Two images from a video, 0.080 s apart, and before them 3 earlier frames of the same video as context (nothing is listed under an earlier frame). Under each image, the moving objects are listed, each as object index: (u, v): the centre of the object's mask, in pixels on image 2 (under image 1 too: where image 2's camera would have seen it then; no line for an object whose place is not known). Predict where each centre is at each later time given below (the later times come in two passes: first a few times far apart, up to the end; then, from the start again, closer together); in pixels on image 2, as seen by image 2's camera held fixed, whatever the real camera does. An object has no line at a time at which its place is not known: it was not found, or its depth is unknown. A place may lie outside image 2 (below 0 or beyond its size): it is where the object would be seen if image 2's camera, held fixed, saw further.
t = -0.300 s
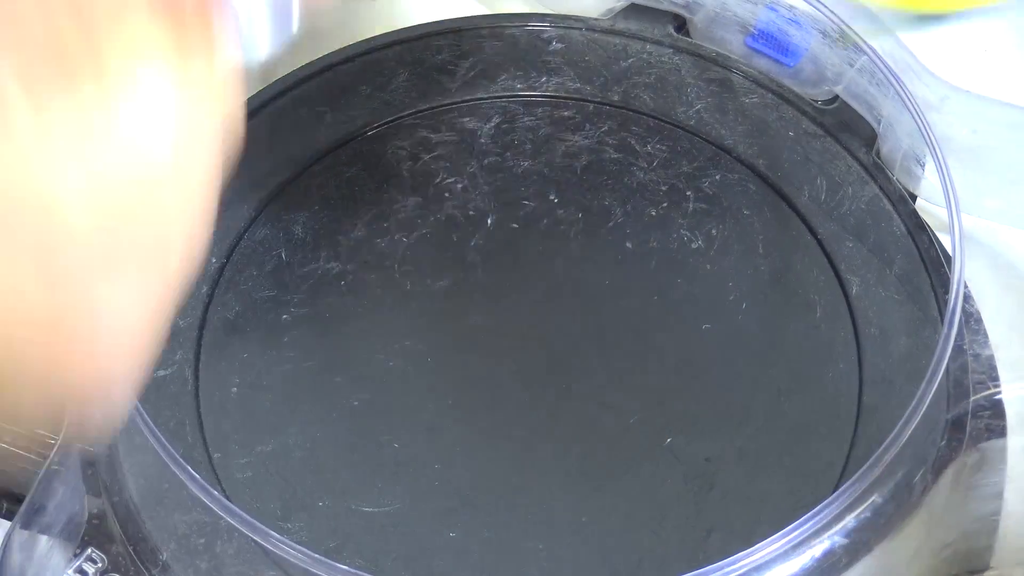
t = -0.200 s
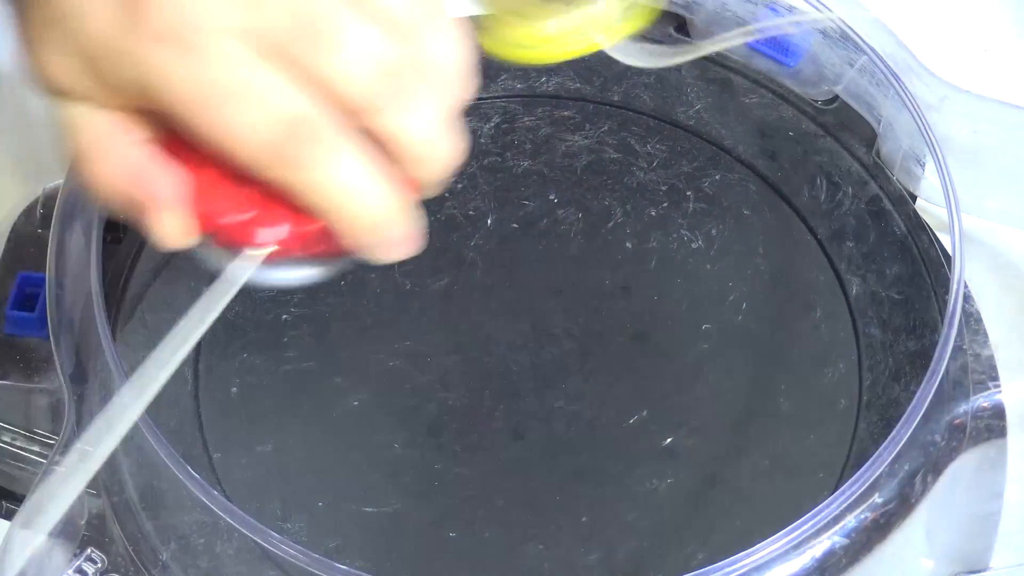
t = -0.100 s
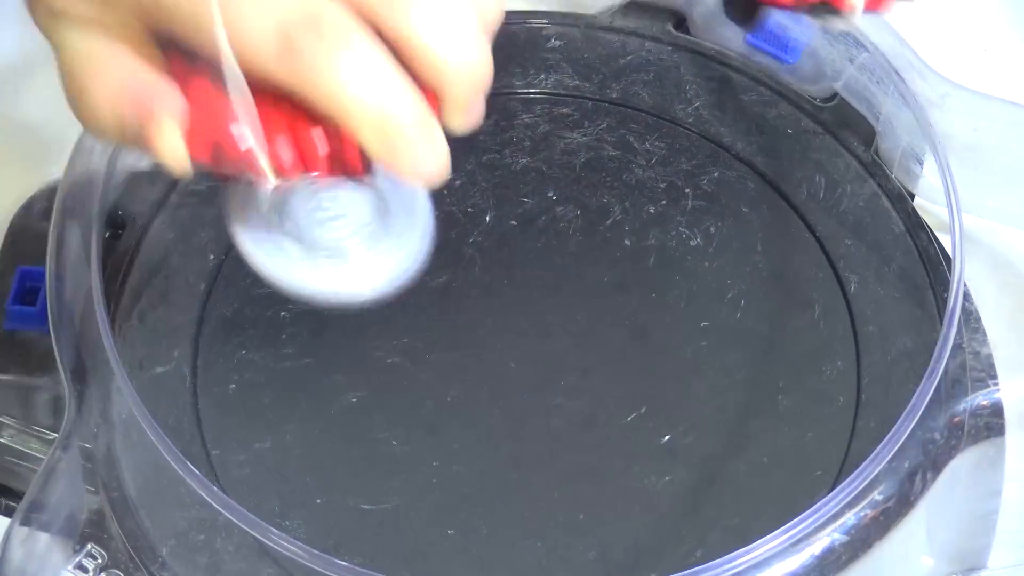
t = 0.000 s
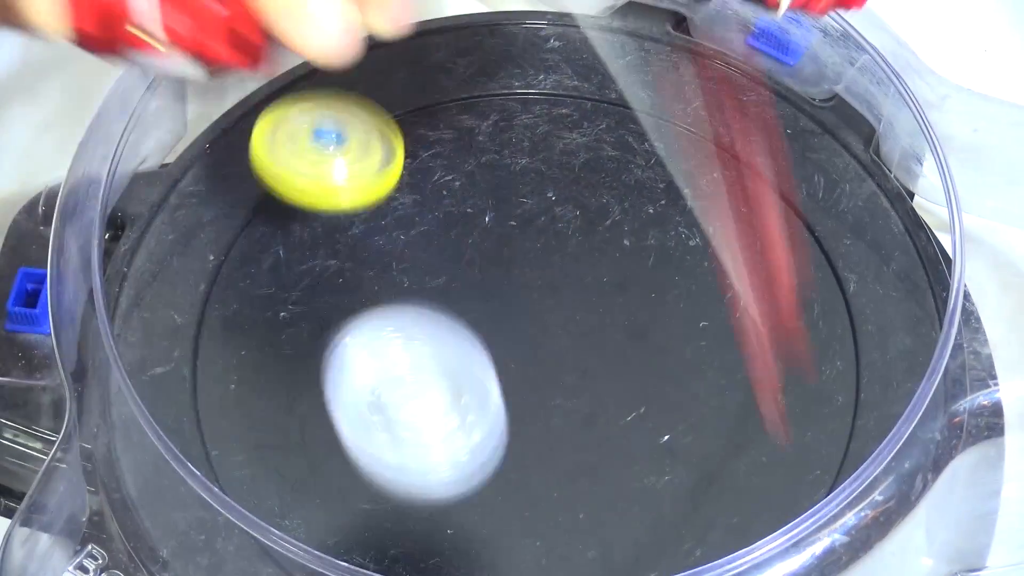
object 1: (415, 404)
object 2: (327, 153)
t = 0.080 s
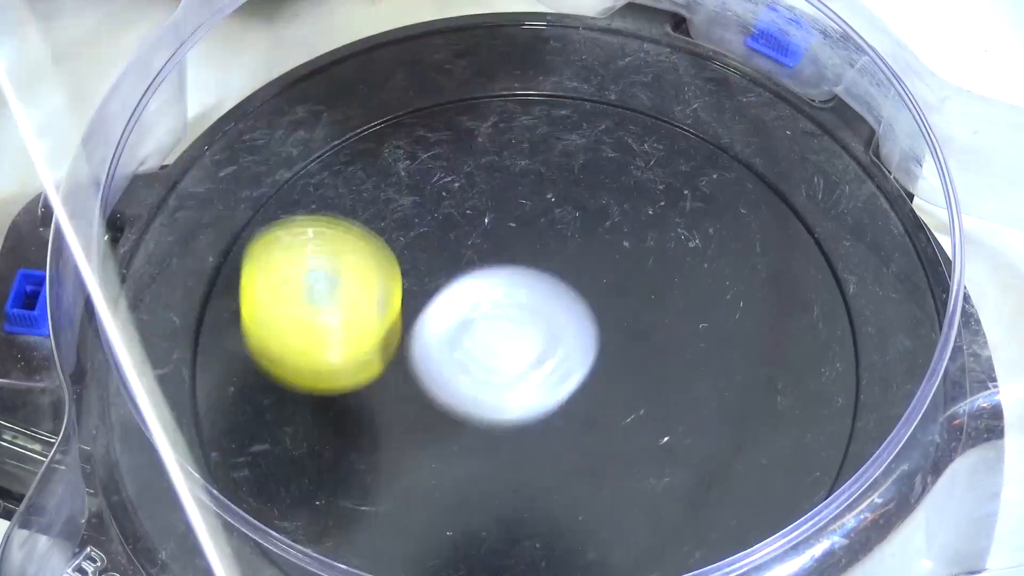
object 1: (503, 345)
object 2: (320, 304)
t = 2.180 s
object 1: (659, 536)
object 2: (538, 304)
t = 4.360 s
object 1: (618, 102)
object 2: (471, 358)
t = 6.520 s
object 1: (561, 218)
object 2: (565, 415)
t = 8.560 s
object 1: (592, 193)
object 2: (505, 323)
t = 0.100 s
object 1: (529, 322)
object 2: (322, 362)
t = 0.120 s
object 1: (553, 304)
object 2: (326, 404)
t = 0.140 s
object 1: (579, 293)
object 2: (337, 428)
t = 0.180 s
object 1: (625, 291)
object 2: (361, 482)
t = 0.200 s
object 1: (646, 298)
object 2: (374, 505)
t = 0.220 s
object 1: (664, 296)
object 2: (389, 519)
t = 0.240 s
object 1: (670, 264)
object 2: (403, 526)
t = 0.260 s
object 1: (674, 235)
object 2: (417, 534)
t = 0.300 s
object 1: (682, 196)
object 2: (450, 543)
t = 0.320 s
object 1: (685, 185)
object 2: (465, 544)
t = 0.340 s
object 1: (687, 182)
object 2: (479, 544)
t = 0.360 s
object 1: (688, 186)
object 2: (491, 542)
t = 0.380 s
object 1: (688, 196)
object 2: (500, 539)
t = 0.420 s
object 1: (675, 174)
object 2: (519, 532)
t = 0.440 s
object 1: (666, 165)
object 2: (527, 527)
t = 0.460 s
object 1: (656, 162)
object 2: (533, 522)
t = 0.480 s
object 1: (645, 166)
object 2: (540, 516)
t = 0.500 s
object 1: (629, 160)
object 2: (546, 510)
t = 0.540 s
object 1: (592, 150)
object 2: (558, 493)
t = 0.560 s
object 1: (572, 154)
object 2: (561, 481)
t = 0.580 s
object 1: (554, 163)
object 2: (564, 471)
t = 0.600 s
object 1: (534, 162)
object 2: (566, 459)
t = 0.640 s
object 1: (493, 171)
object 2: (569, 438)
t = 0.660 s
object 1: (473, 186)
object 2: (570, 426)
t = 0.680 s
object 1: (451, 198)
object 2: (570, 417)
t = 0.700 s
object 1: (432, 204)
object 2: (569, 405)
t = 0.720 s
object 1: (413, 217)
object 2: (570, 396)
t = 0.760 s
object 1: (374, 242)
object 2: (567, 376)
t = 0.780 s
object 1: (359, 254)
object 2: (564, 367)
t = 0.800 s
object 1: (346, 267)
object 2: (562, 357)
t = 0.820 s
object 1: (336, 281)
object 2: (558, 349)
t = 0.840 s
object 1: (329, 296)
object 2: (556, 340)
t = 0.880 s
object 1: (327, 327)
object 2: (550, 323)
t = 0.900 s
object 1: (331, 341)
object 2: (547, 316)
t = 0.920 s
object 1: (338, 358)
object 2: (544, 308)
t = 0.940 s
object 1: (348, 374)
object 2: (541, 300)
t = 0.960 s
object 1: (362, 389)
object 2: (538, 294)
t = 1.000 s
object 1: (401, 417)
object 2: (532, 281)
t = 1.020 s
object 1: (425, 429)
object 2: (529, 274)
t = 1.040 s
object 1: (450, 438)
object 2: (526, 268)
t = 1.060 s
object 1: (477, 446)
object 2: (522, 264)
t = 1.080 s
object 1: (506, 450)
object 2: (517, 258)
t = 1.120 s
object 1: (564, 450)
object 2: (509, 250)
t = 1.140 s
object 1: (591, 447)
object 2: (505, 246)
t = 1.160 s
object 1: (618, 444)
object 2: (501, 243)
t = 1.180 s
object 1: (643, 437)
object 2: (497, 239)
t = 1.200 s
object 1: (667, 427)
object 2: (494, 236)
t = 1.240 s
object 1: (711, 399)
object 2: (487, 231)
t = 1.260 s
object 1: (729, 383)
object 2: (484, 229)
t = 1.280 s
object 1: (745, 364)
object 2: (479, 226)
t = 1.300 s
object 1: (758, 345)
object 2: (476, 225)
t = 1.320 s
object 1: (768, 325)
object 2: (472, 223)
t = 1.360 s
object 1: (777, 281)
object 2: (465, 221)
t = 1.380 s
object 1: (777, 260)
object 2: (461, 220)
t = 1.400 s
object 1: (773, 238)
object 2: (458, 220)
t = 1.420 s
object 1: (768, 219)
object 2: (455, 220)
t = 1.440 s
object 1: (759, 198)
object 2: (452, 221)
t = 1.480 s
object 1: (733, 159)
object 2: (446, 223)
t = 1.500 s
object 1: (716, 140)
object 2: (444, 225)
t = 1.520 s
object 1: (698, 124)
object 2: (443, 227)
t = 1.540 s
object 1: (676, 108)
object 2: (442, 229)
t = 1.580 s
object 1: (628, 83)
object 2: (441, 236)
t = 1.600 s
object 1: (601, 76)
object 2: (441, 239)
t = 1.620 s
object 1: (571, 77)
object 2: (442, 242)
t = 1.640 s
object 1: (539, 78)
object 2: (444, 246)
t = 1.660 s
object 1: (506, 83)
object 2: (445, 249)
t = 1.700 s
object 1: (441, 98)
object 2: (450, 256)
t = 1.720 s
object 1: (410, 109)
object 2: (452, 258)
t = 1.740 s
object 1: (379, 124)
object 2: (456, 262)
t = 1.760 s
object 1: (350, 141)
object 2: (459, 266)
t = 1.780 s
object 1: (323, 164)
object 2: (463, 268)
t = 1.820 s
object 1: (276, 217)
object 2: (471, 275)
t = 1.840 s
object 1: (257, 248)
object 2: (475, 278)
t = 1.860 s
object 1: (243, 281)
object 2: (480, 281)
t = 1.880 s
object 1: (234, 315)
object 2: (484, 284)
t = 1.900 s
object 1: (230, 351)
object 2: (488, 286)
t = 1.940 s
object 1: (243, 418)
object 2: (496, 290)
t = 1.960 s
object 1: (255, 455)
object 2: (499, 292)
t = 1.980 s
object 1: (275, 483)
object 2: (503, 293)
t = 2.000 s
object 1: (313, 494)
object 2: (507, 294)
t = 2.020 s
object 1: (339, 512)
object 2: (510, 295)
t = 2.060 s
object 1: (404, 538)
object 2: (519, 297)
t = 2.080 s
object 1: (435, 547)
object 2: (522, 298)
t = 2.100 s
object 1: (483, 554)
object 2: (525, 298)
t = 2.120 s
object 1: (531, 552)
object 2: (529, 300)
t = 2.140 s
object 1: (573, 551)
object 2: (532, 302)
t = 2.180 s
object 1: (659, 536)
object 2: (538, 304)
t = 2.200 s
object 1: (692, 528)
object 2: (541, 306)
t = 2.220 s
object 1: (729, 511)
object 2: (544, 308)
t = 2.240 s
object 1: (760, 490)
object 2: (548, 309)
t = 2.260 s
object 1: (789, 467)
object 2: (551, 310)
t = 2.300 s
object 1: (834, 415)
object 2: (554, 313)
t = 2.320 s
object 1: (838, 381)
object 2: (557, 315)
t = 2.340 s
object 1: (843, 345)
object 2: (559, 316)
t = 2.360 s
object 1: (841, 307)
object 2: (560, 317)
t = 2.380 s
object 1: (834, 270)
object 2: (562, 318)
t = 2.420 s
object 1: (803, 204)
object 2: (565, 319)
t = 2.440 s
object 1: (779, 174)
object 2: (568, 319)
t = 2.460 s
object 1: (753, 149)
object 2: (571, 321)
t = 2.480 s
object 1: (724, 129)
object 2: (574, 324)
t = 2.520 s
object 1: (657, 94)
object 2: (579, 328)
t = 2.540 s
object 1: (623, 82)
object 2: (581, 329)
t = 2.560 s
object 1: (587, 74)
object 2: (583, 331)
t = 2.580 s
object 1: (550, 70)
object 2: (584, 332)
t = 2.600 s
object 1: (513, 70)
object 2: (586, 333)
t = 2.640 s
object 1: (443, 81)
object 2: (589, 336)
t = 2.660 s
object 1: (408, 92)
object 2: (590, 337)
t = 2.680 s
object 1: (372, 107)
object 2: (591, 339)
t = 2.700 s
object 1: (337, 126)
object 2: (592, 340)
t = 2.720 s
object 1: (306, 148)
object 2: (593, 342)
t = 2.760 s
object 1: (249, 203)
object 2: (594, 345)
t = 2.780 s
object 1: (226, 236)
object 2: (594, 346)
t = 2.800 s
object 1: (207, 272)
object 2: (595, 348)
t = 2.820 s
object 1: (198, 312)
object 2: (595, 350)
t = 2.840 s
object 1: (203, 351)
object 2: (595, 352)
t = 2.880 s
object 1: (221, 439)
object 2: (594, 356)
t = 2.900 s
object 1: (249, 482)
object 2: (594, 357)
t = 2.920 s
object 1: (282, 508)
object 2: (593, 359)
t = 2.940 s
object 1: (340, 517)
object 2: (592, 360)
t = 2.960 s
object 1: (383, 535)
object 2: (592, 362)
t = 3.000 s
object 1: (489, 551)
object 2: (591, 366)
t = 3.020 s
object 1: (558, 553)
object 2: (590, 368)
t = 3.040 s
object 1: (613, 547)
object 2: (588, 369)
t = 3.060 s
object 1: (661, 537)
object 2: (587, 370)
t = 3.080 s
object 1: (702, 524)
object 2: (586, 372)
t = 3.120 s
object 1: (772, 476)
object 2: (584, 374)
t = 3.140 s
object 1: (800, 445)
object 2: (583, 376)
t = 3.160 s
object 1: (823, 410)
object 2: (581, 377)
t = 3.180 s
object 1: (840, 375)
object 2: (580, 378)
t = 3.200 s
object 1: (847, 335)
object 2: (578, 380)
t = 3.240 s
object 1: (831, 259)
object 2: (574, 382)
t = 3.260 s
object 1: (816, 224)
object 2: (572, 384)
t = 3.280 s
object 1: (799, 193)
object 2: (570, 385)
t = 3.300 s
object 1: (771, 165)
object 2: (568, 386)
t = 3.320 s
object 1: (738, 143)
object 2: (566, 387)
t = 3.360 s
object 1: (666, 104)
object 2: (563, 389)
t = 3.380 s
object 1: (629, 90)
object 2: (561, 391)
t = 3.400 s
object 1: (590, 80)
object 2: (558, 392)
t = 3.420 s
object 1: (552, 74)
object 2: (556, 392)
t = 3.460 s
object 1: (472, 72)
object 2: (552, 394)
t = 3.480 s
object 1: (434, 78)
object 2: (550, 394)
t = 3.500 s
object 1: (394, 90)
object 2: (548, 395)
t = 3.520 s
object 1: (357, 109)
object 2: (546, 395)
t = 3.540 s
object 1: (319, 131)
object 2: (544, 395)
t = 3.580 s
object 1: (253, 186)
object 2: (540, 395)
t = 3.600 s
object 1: (229, 221)
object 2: (538, 395)
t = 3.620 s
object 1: (214, 260)
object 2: (536, 395)
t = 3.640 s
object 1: (203, 305)
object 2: (534, 395)
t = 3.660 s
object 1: (201, 345)
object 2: (531, 395)
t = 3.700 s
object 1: (213, 425)
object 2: (526, 394)
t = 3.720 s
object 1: (234, 465)
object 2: (524, 395)
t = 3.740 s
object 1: (268, 497)
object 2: (521, 394)
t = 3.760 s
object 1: (309, 515)
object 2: (519, 394)
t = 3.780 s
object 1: (364, 526)
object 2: (515, 394)
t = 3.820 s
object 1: (441, 549)
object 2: (510, 392)
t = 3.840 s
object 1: (493, 554)
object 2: (508, 390)
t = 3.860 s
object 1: (548, 556)
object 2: (506, 389)
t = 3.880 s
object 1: (596, 555)
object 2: (504, 388)
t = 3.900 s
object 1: (639, 553)
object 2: (502, 387)
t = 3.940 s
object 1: (703, 542)
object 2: (498, 386)
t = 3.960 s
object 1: (731, 530)
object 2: (496, 385)
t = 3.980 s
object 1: (788, 530)
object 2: (494, 383)
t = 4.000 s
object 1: (811, 515)
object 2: (492, 382)
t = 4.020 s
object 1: (827, 498)
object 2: (490, 381)
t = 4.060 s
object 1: (859, 450)
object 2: (487, 379)
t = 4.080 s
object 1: (869, 423)
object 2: (486, 378)
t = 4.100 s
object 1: (873, 395)
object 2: (484, 376)
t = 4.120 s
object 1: (872, 366)
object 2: (483, 375)
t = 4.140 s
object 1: (864, 338)
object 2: (481, 373)
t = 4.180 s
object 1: (851, 285)
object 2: (479, 371)
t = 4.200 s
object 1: (835, 259)
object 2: (478, 369)
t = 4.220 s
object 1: (816, 231)
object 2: (476, 368)
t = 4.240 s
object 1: (794, 206)
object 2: (475, 366)
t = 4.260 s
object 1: (770, 183)
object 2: (474, 365)
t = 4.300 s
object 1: (714, 144)
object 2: (472, 362)
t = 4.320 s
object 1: (684, 129)
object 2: (472, 360)
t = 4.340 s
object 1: (651, 115)
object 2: (471, 359)
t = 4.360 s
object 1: (618, 102)
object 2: (471, 358)
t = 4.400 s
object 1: (546, 87)
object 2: (471, 355)
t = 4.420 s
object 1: (510, 83)
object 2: (470, 353)
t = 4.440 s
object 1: (471, 81)
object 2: (470, 352)
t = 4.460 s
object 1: (436, 84)
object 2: (470, 350)
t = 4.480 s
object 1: (398, 90)
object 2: (470, 348)
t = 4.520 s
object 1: (332, 118)
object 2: (471, 345)
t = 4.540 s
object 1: (303, 141)
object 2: (471, 344)
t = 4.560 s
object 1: (277, 168)
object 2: (472, 342)
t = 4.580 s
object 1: (255, 194)
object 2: (473, 341)
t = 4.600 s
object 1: (237, 223)
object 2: (473, 339)
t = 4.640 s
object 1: (210, 281)
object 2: (475, 336)
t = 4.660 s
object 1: (204, 313)
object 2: (475, 334)
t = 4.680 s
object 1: (209, 346)
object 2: (476, 333)
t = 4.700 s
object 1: (217, 377)
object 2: (477, 331)
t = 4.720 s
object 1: (230, 412)
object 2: (478, 330)
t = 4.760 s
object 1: (276, 463)
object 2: (481, 327)
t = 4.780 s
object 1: (302, 485)
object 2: (482, 326)
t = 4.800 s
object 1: (329, 504)
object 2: (484, 324)
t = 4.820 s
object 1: (358, 517)
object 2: (485, 323)
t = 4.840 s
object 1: (386, 527)
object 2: (486, 322)
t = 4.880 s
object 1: (453, 538)
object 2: (490, 320)
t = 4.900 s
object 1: (489, 540)
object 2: (491, 319)
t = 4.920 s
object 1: (528, 539)
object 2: (493, 318)
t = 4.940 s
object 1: (564, 537)
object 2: (494, 317)
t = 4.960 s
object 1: (598, 532)
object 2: (496, 316)
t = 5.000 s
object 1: (658, 516)
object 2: (500, 314)
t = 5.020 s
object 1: (684, 504)
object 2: (502, 313)
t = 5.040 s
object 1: (708, 488)
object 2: (504, 313)
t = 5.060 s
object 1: (727, 468)
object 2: (505, 312)
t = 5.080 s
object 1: (742, 444)
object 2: (506, 310)
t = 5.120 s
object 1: (763, 394)
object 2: (510, 308)
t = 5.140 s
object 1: (766, 368)
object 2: (512, 308)
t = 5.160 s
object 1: (768, 343)
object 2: (515, 307)
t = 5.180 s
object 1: (766, 319)
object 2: (517, 307)
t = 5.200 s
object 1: (759, 295)
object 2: (519, 306)
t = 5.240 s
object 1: (741, 250)
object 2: (523, 306)
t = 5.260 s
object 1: (726, 229)
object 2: (525, 306)
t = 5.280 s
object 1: (709, 210)
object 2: (527, 306)
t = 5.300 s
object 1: (692, 192)
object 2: (529, 306)
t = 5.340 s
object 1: (650, 164)
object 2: (533, 307)
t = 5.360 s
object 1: (627, 152)
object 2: (536, 308)
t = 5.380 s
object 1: (605, 143)
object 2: (537, 308)
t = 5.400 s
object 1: (578, 137)
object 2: (539, 309)
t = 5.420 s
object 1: (553, 132)
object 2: (541, 310)
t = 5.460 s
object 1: (502, 132)
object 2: (545, 311)
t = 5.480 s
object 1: (477, 135)
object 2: (547, 312)
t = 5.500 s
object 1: (455, 140)
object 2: (548, 312)
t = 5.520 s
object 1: (431, 149)
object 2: (550, 313)
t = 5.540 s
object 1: (410, 158)
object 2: (551, 314)
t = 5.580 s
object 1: (373, 186)
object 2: (554, 316)
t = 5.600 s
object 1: (358, 200)
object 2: (556, 317)
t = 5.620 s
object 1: (346, 216)
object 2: (557, 317)
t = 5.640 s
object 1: (336, 235)
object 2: (558, 318)
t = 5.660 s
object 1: (328, 253)
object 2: (559, 320)
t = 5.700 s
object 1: (324, 292)
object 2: (561, 321)
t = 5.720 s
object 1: (325, 310)
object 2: (562, 323)
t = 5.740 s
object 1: (329, 326)
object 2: (563, 324)
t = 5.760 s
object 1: (337, 343)
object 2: (564, 325)
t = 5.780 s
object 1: (345, 359)
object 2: (565, 327)
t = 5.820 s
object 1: (370, 390)
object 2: (566, 330)
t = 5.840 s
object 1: (386, 406)
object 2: (567, 332)
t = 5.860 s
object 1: (403, 419)
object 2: (567, 333)
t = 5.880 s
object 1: (423, 432)
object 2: (568, 335)
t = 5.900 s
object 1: (446, 443)
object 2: (569, 337)
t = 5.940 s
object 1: (492, 459)
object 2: (569, 339)
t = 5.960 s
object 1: (519, 464)
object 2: (570, 339)
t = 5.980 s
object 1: (545, 466)
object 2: (571, 338)
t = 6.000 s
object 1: (569, 463)
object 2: (570, 338)
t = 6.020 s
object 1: (593, 460)
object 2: (568, 339)
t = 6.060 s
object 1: (635, 460)
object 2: (569, 340)
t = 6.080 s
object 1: (652, 457)
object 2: (570, 341)
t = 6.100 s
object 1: (667, 452)
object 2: (571, 341)
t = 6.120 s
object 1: (682, 445)
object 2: (573, 341)
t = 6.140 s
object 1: (696, 437)
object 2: (574, 342)
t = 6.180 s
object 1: (715, 414)
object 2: (575, 347)
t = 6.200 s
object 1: (722, 400)
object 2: (576, 350)
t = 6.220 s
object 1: (728, 386)
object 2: (576, 353)
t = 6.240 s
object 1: (732, 370)
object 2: (575, 357)
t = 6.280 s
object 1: (736, 338)
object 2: (567, 359)
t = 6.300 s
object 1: (734, 322)
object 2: (565, 360)
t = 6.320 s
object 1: (730, 307)
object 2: (565, 363)
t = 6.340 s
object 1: (723, 292)
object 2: (566, 366)
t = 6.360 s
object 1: (714, 279)
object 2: (566, 371)
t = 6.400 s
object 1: (686, 253)
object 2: (565, 382)
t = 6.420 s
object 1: (668, 242)
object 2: (563, 389)
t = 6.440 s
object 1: (650, 234)
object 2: (562, 396)
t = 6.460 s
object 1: (631, 227)
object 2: (561, 401)
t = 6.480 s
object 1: (609, 222)
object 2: (562, 406)
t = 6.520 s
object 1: (561, 218)
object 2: (565, 415)
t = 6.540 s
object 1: (539, 219)
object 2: (566, 418)
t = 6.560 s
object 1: (516, 222)
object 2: (567, 420)
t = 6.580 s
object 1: (493, 228)
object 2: (567, 420)
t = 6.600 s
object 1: (469, 237)
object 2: (566, 421)
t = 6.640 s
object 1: (425, 258)
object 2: (564, 418)
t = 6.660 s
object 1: (406, 271)
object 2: (563, 416)
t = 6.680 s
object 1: (389, 287)
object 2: (561, 414)
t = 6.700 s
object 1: (372, 305)
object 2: (561, 411)
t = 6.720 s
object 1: (360, 323)
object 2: (561, 408)
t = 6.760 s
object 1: (346, 362)
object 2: (561, 403)
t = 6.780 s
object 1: (344, 382)
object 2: (561, 401)
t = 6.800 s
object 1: (343, 403)
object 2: (561, 399)
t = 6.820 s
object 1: (346, 422)
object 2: (561, 398)
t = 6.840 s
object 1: (351, 440)
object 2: (560, 397)
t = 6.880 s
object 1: (373, 474)
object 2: (558, 396)
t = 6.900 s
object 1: (389, 489)
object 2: (557, 395)
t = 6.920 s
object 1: (404, 499)
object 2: (556, 395)
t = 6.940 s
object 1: (420, 506)
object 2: (554, 395)
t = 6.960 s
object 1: (439, 511)
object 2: (552, 394)
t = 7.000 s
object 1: (484, 517)
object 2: (547, 394)
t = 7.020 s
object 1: (507, 518)
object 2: (545, 393)
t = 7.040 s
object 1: (530, 518)
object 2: (542, 392)
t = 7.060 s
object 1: (552, 516)
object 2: (540, 391)
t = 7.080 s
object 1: (574, 512)
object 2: (537, 389)
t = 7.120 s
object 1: (613, 499)
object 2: (532, 386)
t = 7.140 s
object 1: (631, 487)
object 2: (530, 385)
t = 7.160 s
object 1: (646, 473)
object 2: (528, 383)
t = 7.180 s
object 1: (659, 457)
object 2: (526, 382)
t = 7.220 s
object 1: (675, 421)
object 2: (523, 380)
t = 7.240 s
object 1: (678, 402)
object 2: (522, 379)
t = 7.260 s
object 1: (679, 382)
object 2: (520, 377)
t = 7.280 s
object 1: (677, 363)
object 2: (519, 375)
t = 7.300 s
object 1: (671, 344)
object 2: (518, 374)
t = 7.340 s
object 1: (654, 307)
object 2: (516, 370)
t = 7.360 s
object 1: (642, 290)
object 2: (515, 368)
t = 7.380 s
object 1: (629, 275)
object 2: (514, 367)
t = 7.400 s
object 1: (614, 261)
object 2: (513, 365)
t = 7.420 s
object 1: (599, 248)
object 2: (512, 364)
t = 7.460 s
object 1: (563, 226)
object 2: (509, 360)
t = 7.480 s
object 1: (543, 218)
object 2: (508, 359)
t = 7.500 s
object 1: (522, 211)
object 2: (508, 357)
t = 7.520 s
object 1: (502, 206)
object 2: (507, 355)
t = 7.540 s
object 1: (480, 204)
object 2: (506, 354)
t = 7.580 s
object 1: (438, 205)
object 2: (505, 351)
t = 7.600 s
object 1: (417, 208)
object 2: (504, 350)
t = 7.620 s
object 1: (398, 213)
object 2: (504, 349)
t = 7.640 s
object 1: (379, 220)
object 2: (504, 347)
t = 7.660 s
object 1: (362, 229)
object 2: (504, 346)
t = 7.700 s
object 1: (330, 254)
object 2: (503, 344)
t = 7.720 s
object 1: (318, 268)
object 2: (503, 343)
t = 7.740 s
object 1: (308, 284)
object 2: (504, 343)
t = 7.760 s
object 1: (301, 300)
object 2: (504, 341)
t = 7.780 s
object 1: (298, 316)
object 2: (504, 340)
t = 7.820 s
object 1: (300, 352)
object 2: (504, 339)
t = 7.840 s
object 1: (305, 370)
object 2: (504, 338)
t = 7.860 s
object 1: (314, 387)
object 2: (504, 337)
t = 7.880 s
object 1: (325, 404)
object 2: (504, 336)
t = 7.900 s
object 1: (339, 419)
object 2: (505, 335)
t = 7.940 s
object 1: (374, 444)
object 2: (506, 334)
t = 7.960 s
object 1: (394, 452)
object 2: (506, 333)
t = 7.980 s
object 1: (416, 459)
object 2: (507, 333)
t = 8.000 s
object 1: (438, 464)
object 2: (508, 332)
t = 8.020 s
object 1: (461, 466)
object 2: (509, 331)
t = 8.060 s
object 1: (507, 462)
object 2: (510, 328)
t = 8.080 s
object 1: (529, 456)
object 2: (510, 326)
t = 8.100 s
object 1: (550, 448)
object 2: (509, 324)
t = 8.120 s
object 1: (570, 438)
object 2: (509, 324)
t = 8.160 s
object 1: (604, 412)
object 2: (507, 323)
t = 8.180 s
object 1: (621, 399)
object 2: (507, 323)
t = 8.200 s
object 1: (640, 391)
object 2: (506, 319)
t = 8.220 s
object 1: (656, 382)
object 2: (503, 313)
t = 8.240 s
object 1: (670, 373)
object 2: (501, 307)
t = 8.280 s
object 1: (686, 353)
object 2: (499, 300)
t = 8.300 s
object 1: (691, 341)
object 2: (499, 299)
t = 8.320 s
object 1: (693, 329)
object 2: (499, 299)
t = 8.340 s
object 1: (693, 316)
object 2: (500, 300)
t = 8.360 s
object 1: (692, 303)
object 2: (501, 301)
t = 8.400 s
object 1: (684, 276)
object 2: (502, 305)
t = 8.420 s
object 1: (677, 262)
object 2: (503, 307)
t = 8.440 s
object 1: (669, 250)
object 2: (503, 309)
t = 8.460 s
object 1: (659, 238)
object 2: (503, 312)
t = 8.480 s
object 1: (648, 226)
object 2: (504, 314)
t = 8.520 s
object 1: (622, 207)
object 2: (504, 318)
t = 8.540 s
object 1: (607, 199)
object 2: (505, 320)
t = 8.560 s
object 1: (592, 193)
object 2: (505, 323)
